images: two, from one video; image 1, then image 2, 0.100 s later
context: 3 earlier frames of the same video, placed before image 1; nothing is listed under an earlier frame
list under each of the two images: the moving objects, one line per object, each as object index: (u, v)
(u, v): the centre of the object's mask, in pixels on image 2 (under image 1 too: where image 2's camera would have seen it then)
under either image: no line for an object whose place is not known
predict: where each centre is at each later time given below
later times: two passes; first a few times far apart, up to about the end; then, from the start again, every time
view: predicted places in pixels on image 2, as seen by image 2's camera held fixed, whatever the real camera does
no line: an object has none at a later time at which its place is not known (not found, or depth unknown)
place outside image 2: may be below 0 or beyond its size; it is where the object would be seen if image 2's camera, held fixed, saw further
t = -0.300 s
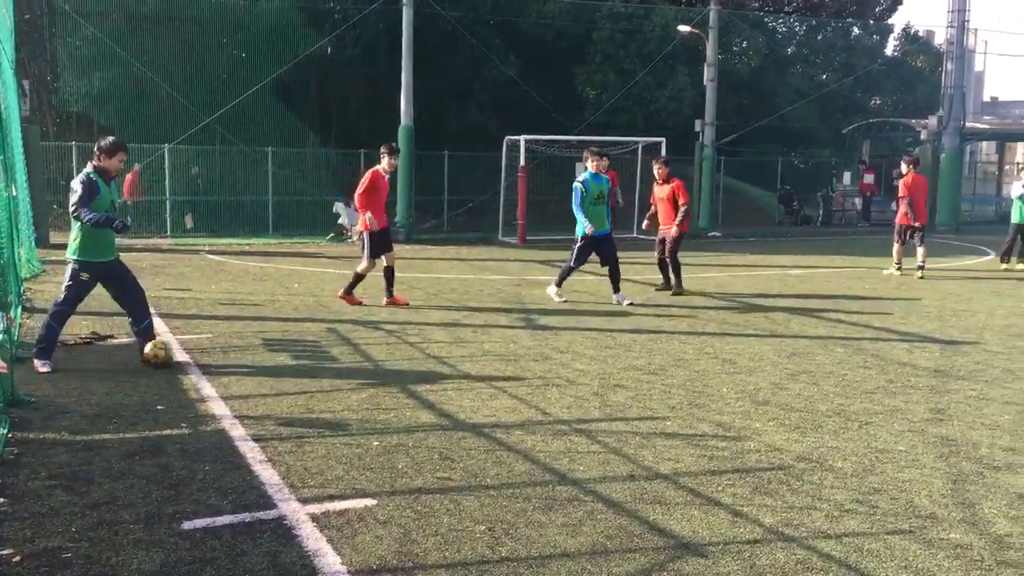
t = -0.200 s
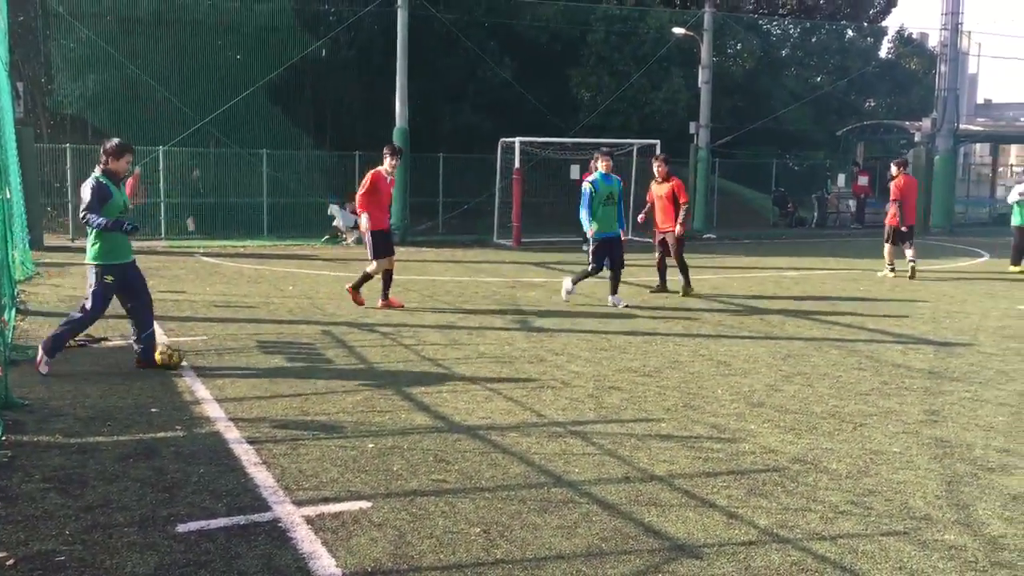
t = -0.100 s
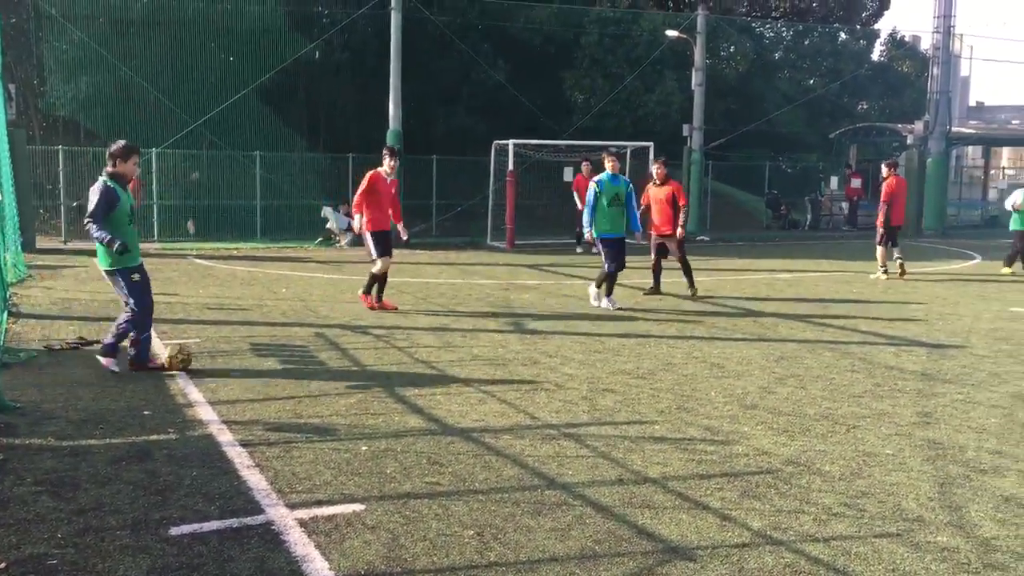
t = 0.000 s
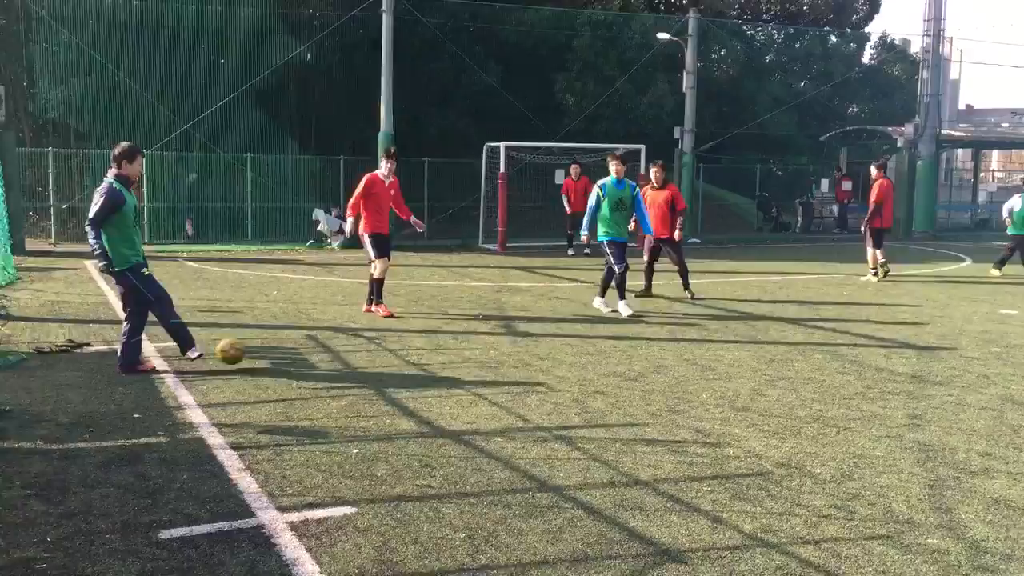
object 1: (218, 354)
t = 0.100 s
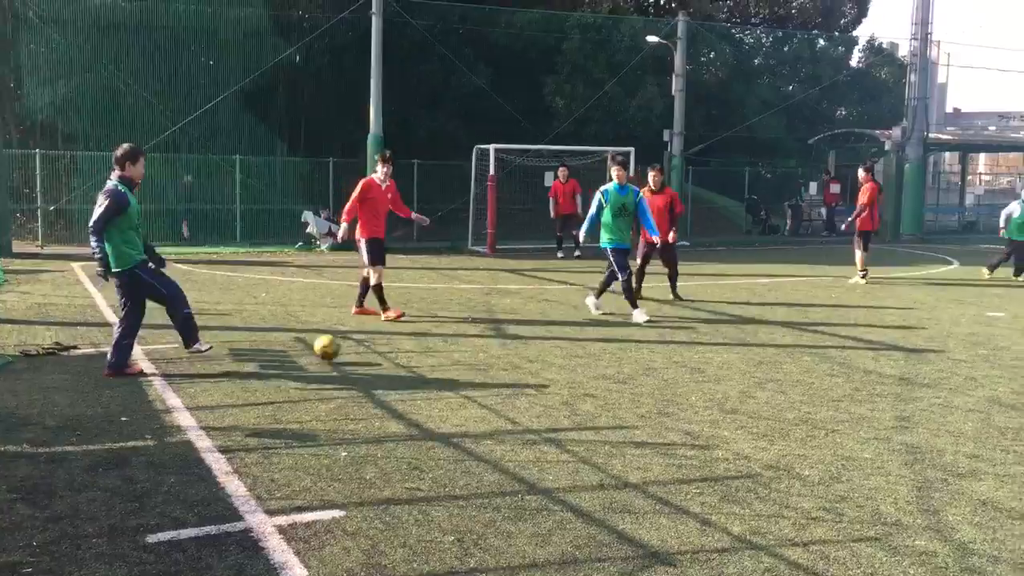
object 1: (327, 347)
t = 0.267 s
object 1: (470, 339)
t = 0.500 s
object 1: (614, 332)
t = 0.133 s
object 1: (361, 348)
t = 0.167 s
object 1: (391, 345)
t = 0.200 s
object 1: (417, 342)
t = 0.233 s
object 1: (443, 340)
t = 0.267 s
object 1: (470, 339)
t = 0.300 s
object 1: (494, 339)
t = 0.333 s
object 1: (517, 337)
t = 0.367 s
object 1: (539, 336)
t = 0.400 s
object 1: (560, 335)
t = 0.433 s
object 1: (578, 334)
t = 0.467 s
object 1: (596, 332)
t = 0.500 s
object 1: (614, 332)
